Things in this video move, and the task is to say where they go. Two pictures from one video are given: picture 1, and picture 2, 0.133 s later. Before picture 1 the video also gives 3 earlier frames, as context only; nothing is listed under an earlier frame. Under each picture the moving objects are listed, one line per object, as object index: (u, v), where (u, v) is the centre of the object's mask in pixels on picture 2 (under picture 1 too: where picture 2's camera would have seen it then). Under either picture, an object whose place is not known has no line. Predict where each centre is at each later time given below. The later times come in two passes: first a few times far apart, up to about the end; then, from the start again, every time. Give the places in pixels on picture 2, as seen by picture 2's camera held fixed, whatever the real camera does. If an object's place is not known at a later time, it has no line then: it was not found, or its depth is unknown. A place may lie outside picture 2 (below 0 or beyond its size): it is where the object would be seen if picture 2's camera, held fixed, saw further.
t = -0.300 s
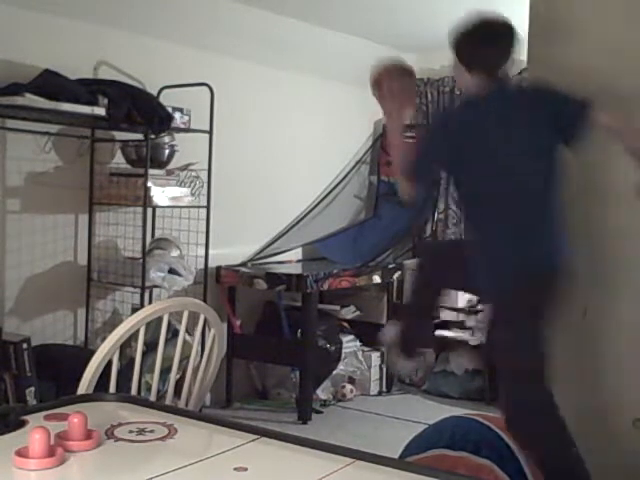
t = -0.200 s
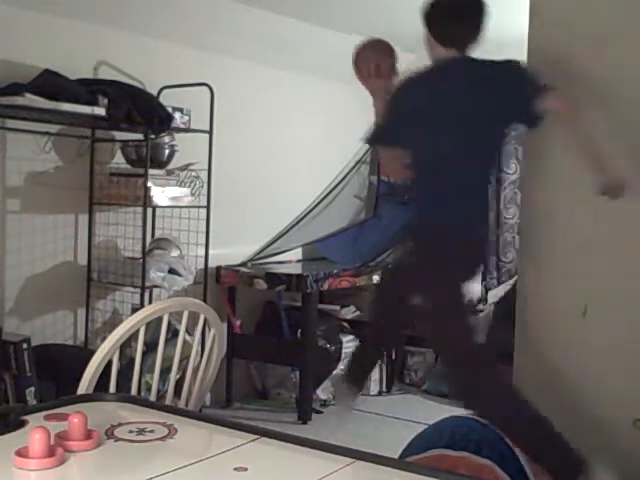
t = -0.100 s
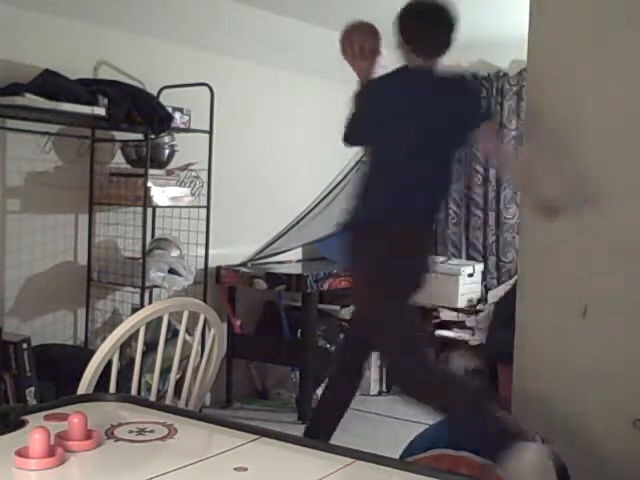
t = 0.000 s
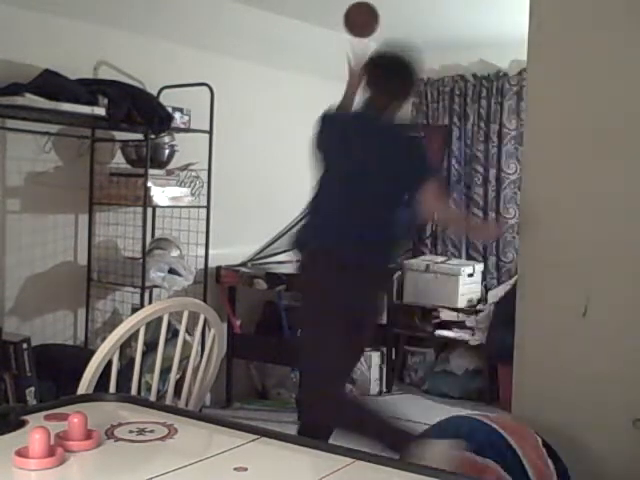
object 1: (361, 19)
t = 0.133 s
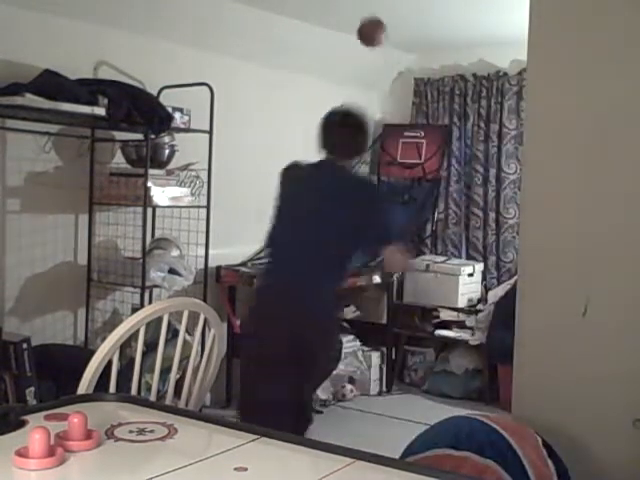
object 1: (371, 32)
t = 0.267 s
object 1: (379, 73)
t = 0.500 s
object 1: (383, 155)
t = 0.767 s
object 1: (389, 127)
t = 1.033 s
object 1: (406, 175)
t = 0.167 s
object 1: (374, 40)
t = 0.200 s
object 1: (376, 50)
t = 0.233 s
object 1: (378, 62)
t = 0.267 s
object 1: (379, 73)
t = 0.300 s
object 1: (379, 85)
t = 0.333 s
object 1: (381, 98)
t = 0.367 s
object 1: (382, 112)
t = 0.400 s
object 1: (382, 127)
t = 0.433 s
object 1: (385, 142)
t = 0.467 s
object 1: (384, 154)
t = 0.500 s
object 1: (383, 155)
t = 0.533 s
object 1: (378, 151)
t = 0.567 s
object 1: (376, 145)
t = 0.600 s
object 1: (376, 139)
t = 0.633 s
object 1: (375, 133)
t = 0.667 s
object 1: (377, 130)
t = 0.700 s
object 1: (386, 129)
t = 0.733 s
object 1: (388, 128)
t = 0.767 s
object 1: (389, 127)
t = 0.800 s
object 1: (389, 127)
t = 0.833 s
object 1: (393, 130)
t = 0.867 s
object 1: (394, 133)
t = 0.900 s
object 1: (395, 139)
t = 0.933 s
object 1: (399, 145)
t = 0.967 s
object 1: (401, 152)
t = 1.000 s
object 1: (407, 168)
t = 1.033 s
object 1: (406, 175)
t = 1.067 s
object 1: (407, 186)
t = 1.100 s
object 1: (406, 203)
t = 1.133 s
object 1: (405, 216)
